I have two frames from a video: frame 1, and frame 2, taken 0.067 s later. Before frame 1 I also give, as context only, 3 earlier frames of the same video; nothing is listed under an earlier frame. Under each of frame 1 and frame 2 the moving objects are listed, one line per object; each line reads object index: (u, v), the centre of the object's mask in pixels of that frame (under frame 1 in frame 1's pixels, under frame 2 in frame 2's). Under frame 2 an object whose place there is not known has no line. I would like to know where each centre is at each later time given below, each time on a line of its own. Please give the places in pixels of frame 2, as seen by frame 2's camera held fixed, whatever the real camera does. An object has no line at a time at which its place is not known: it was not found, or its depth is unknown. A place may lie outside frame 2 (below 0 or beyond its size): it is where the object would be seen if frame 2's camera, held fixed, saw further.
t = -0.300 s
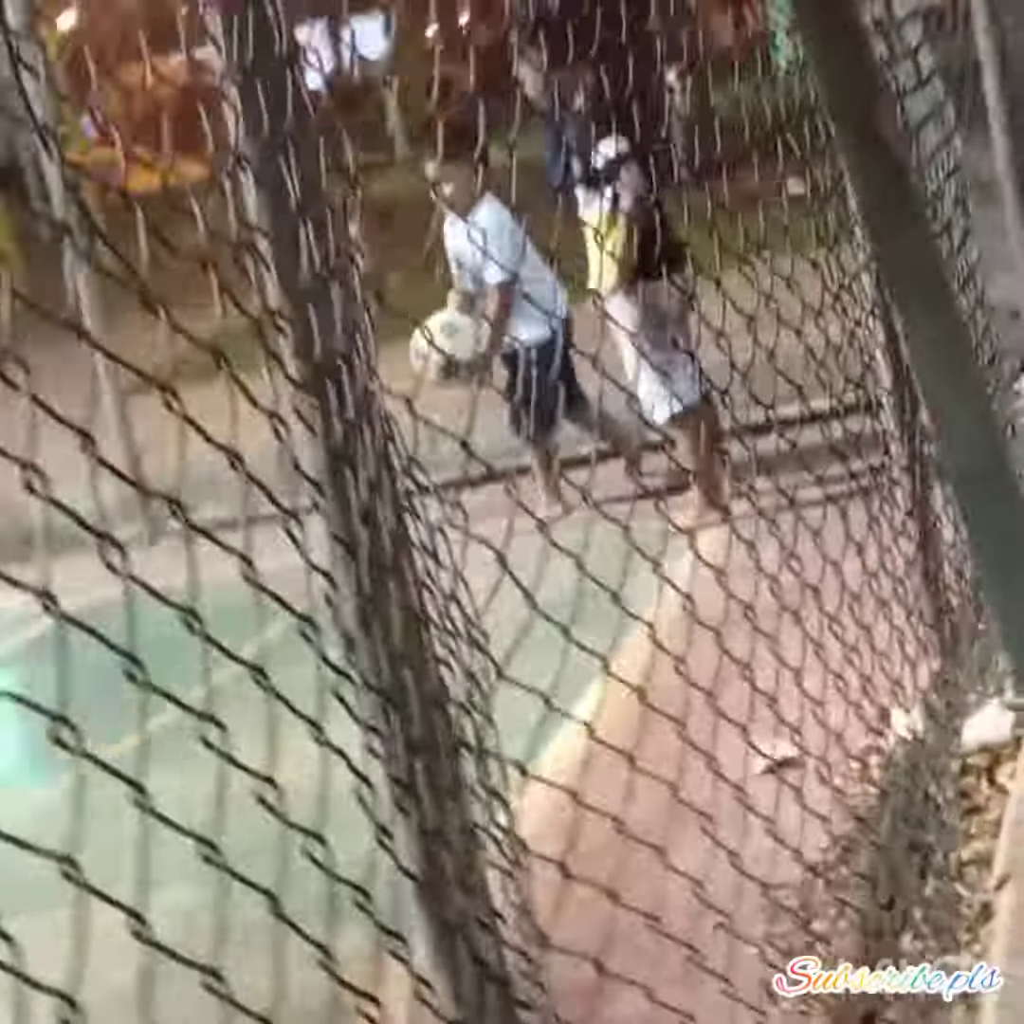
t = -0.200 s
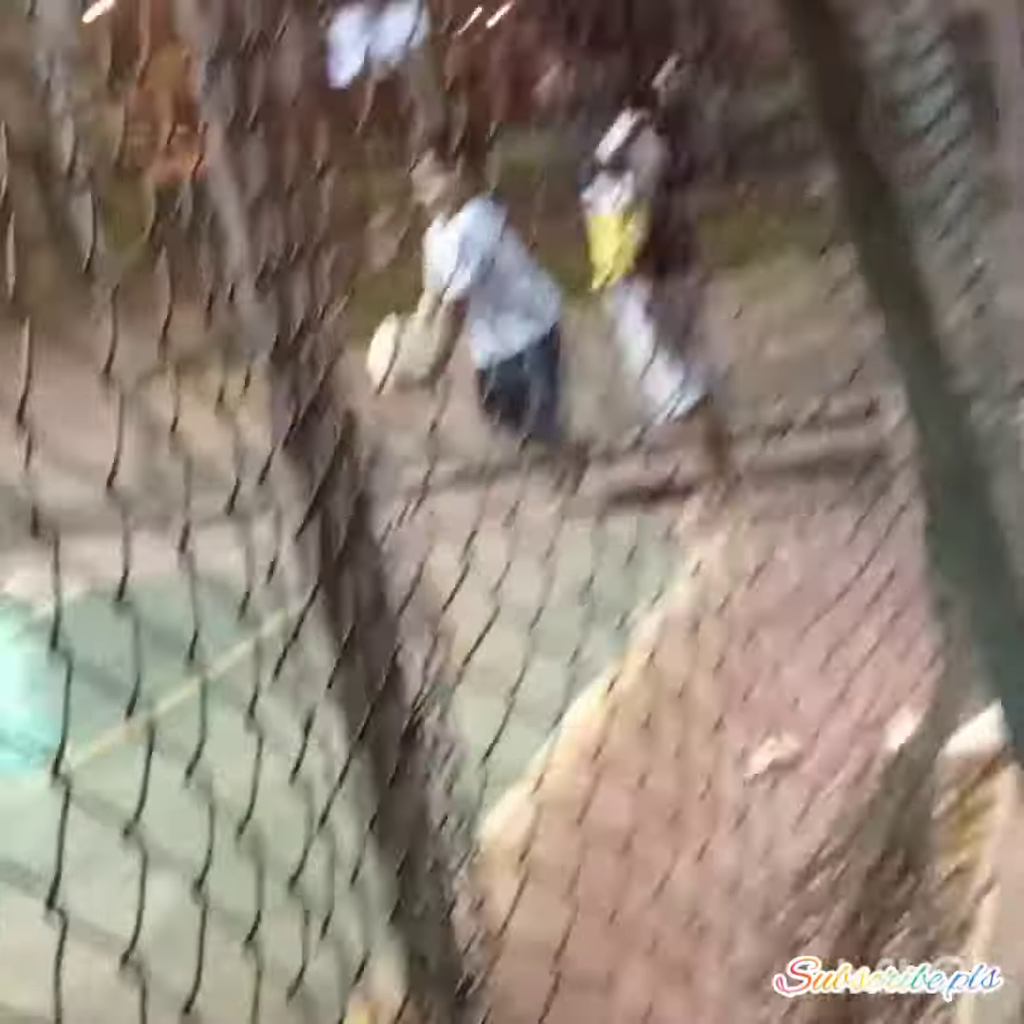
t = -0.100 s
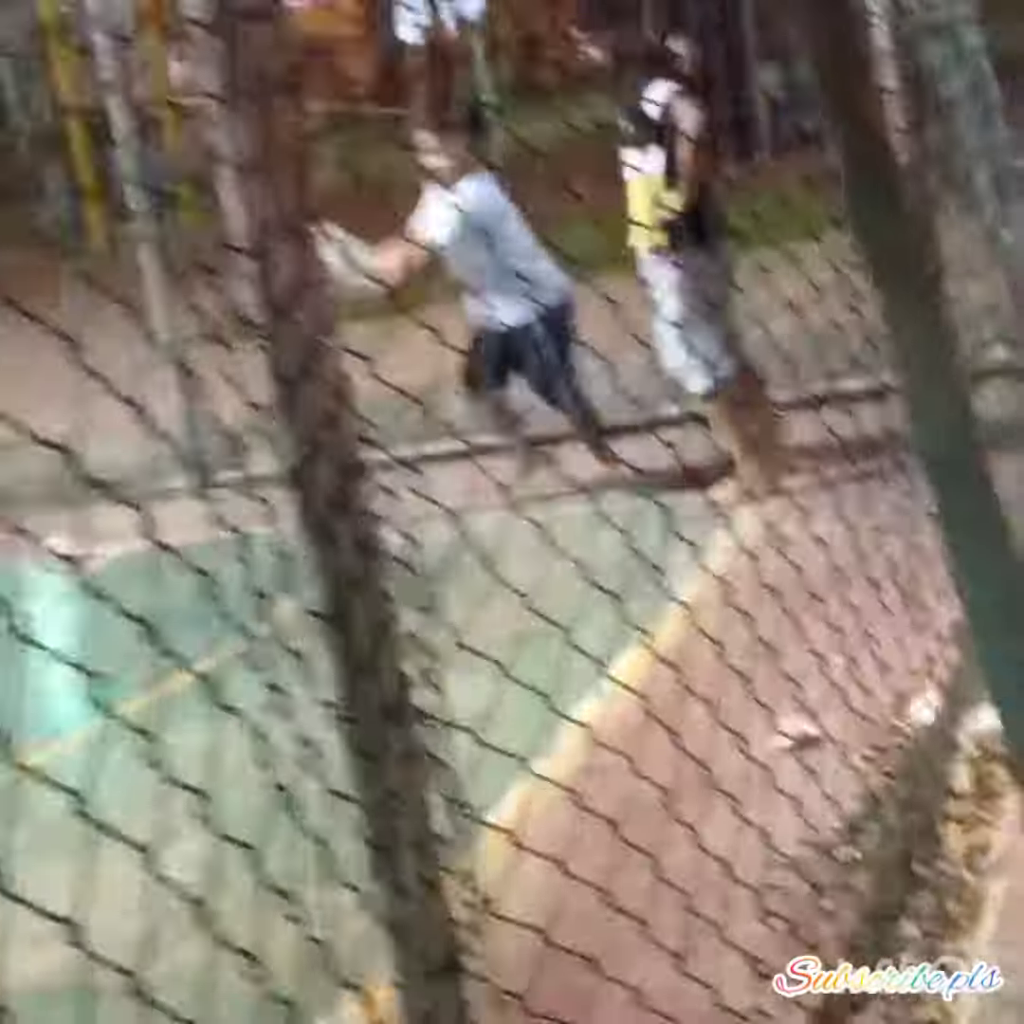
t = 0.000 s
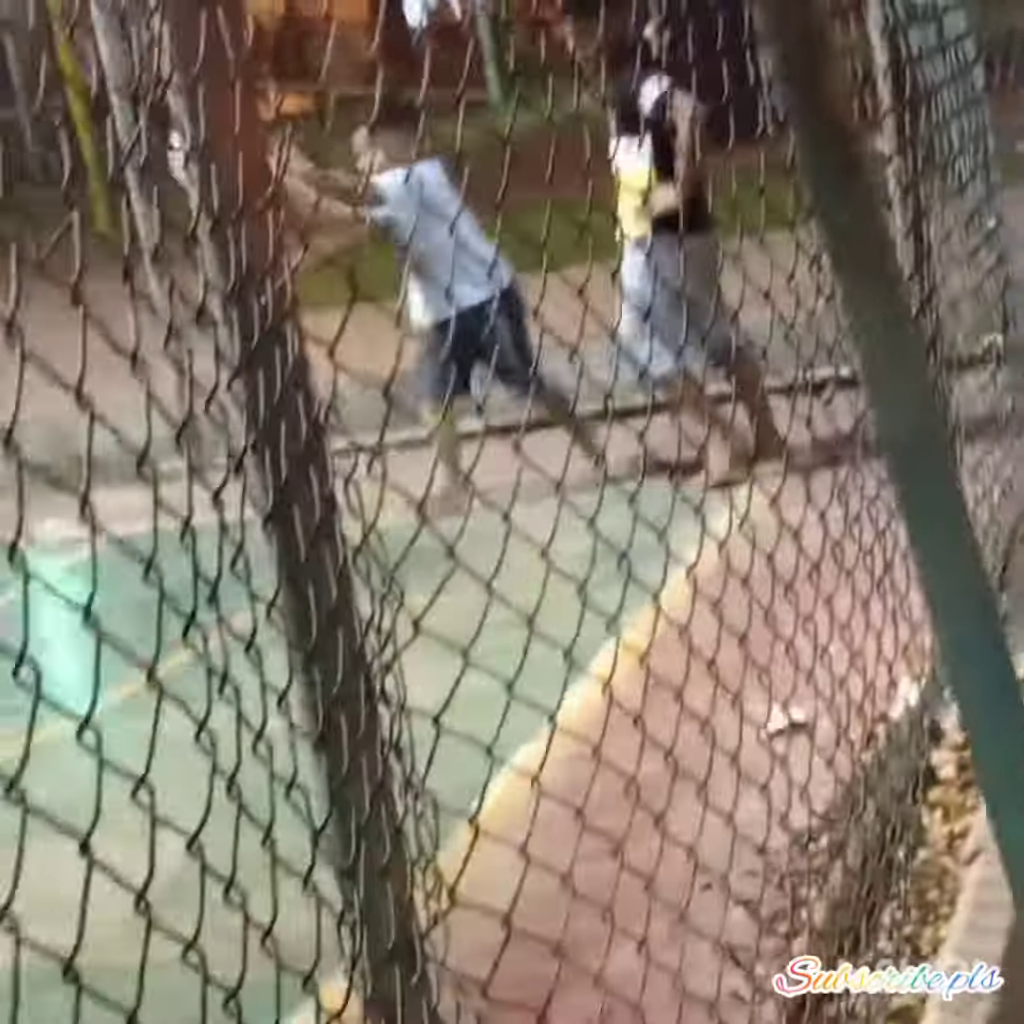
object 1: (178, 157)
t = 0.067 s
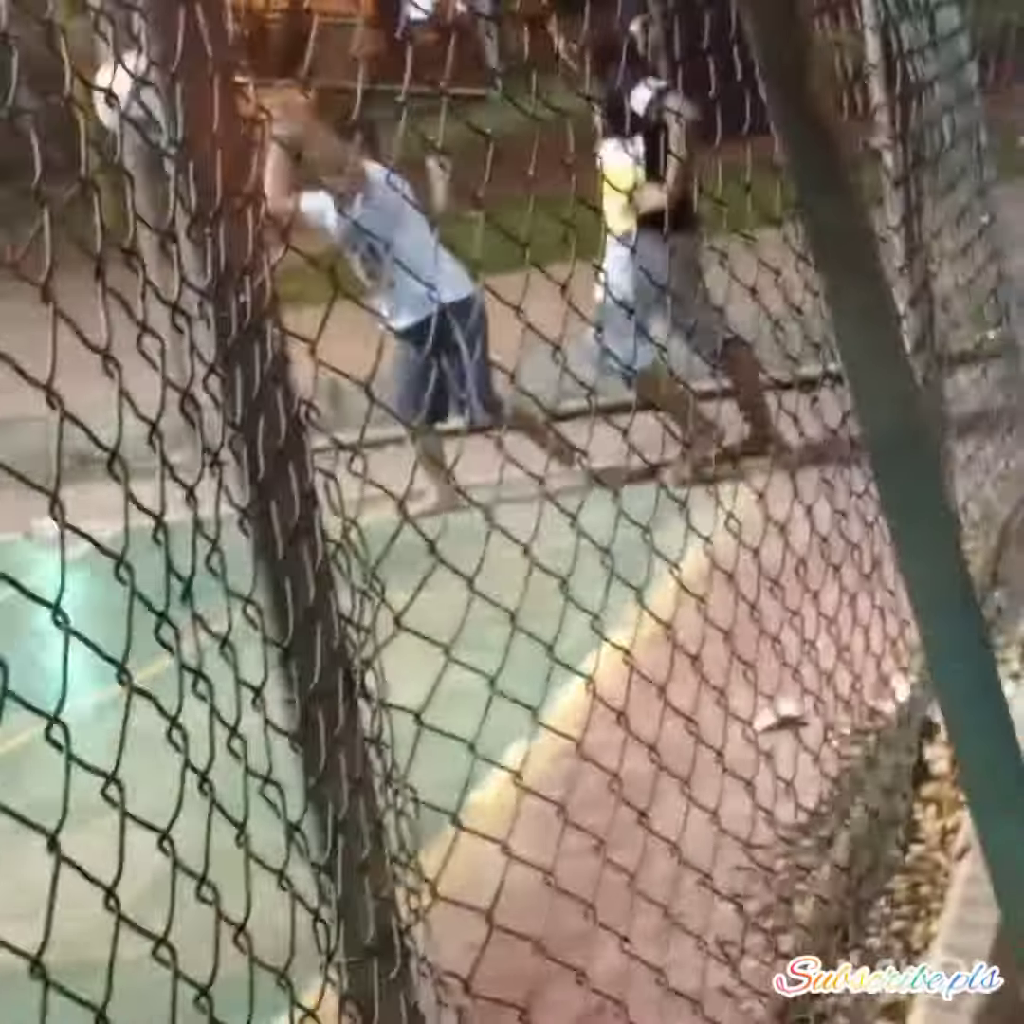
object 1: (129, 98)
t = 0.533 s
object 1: (-305, 213)
